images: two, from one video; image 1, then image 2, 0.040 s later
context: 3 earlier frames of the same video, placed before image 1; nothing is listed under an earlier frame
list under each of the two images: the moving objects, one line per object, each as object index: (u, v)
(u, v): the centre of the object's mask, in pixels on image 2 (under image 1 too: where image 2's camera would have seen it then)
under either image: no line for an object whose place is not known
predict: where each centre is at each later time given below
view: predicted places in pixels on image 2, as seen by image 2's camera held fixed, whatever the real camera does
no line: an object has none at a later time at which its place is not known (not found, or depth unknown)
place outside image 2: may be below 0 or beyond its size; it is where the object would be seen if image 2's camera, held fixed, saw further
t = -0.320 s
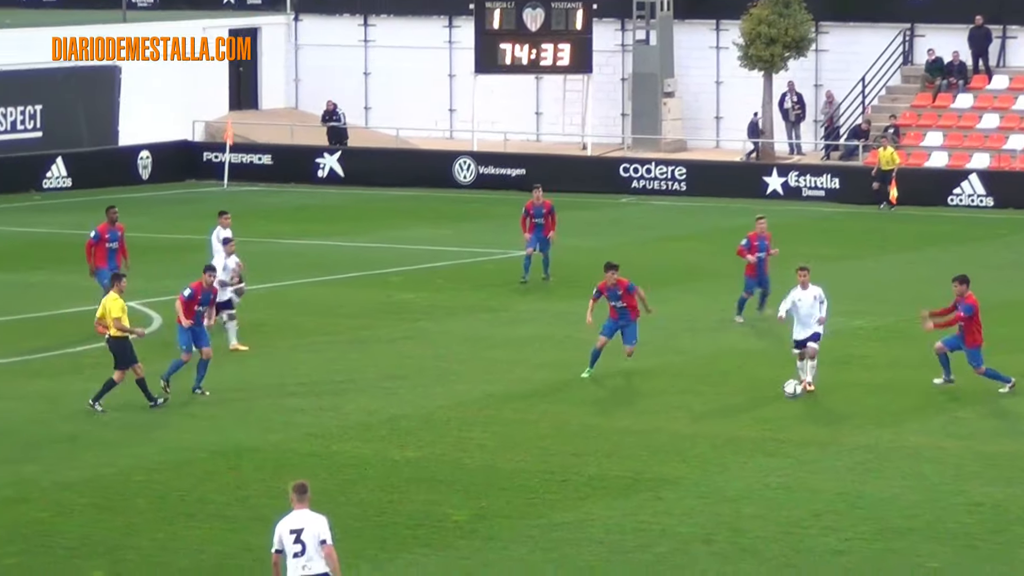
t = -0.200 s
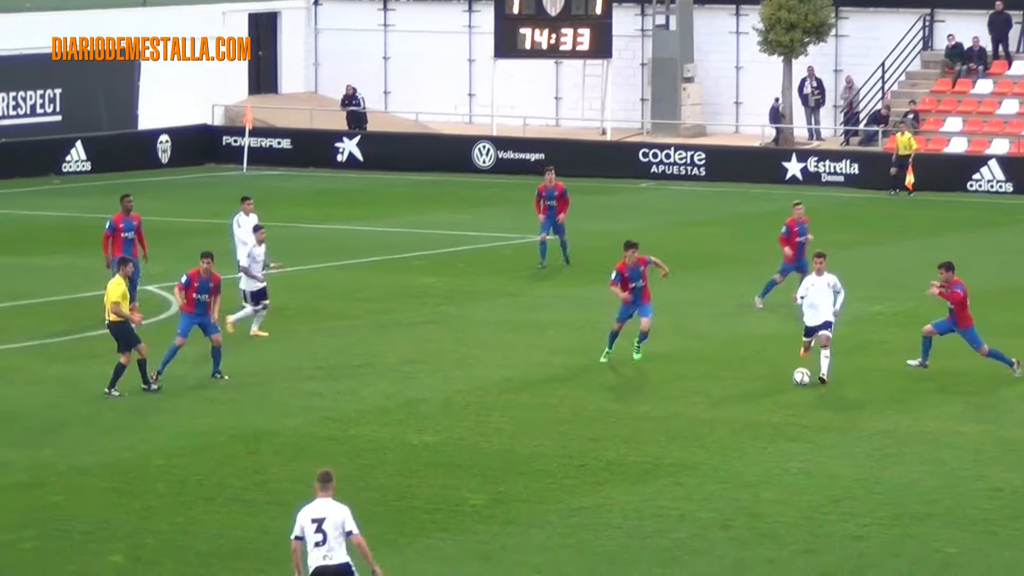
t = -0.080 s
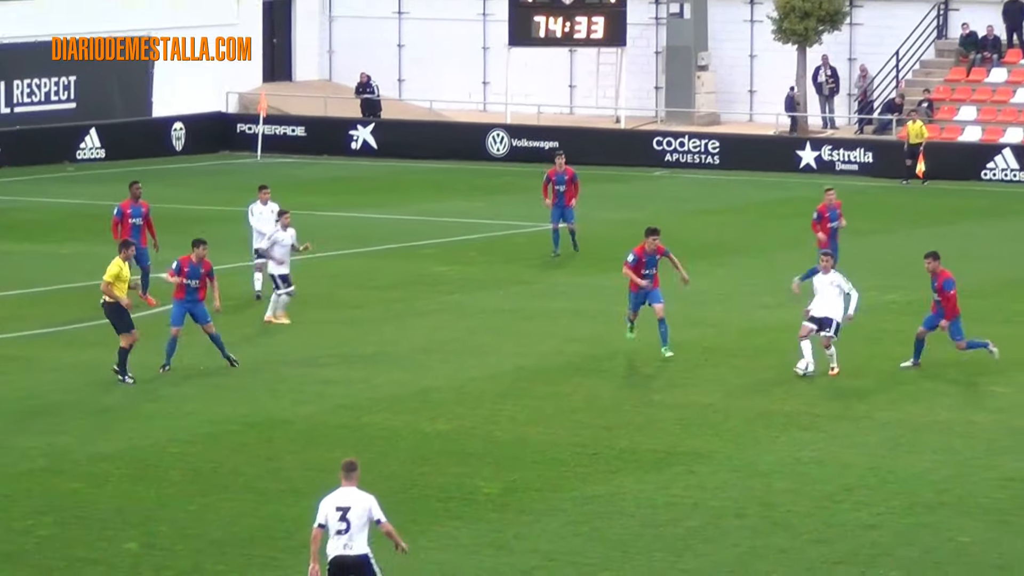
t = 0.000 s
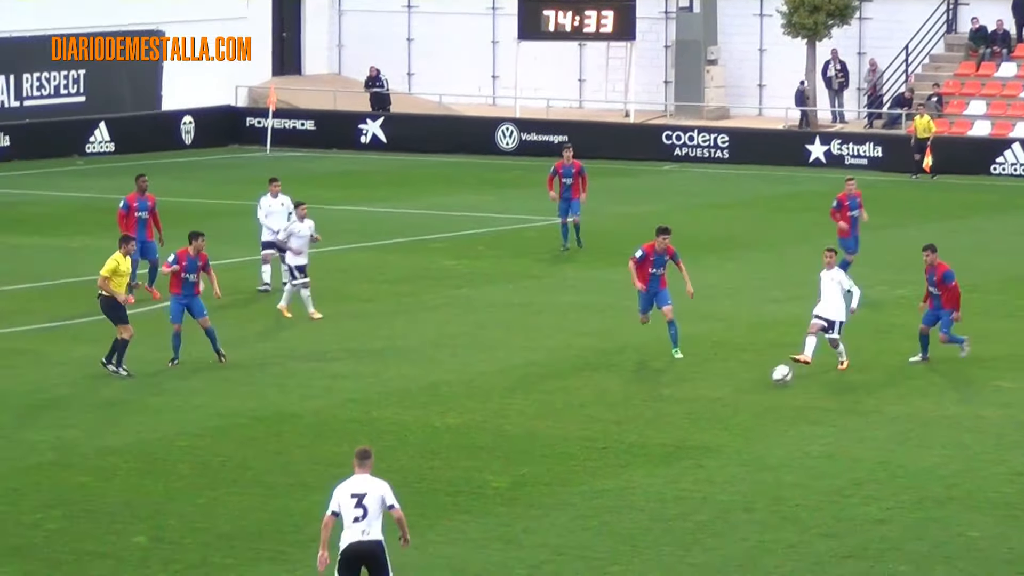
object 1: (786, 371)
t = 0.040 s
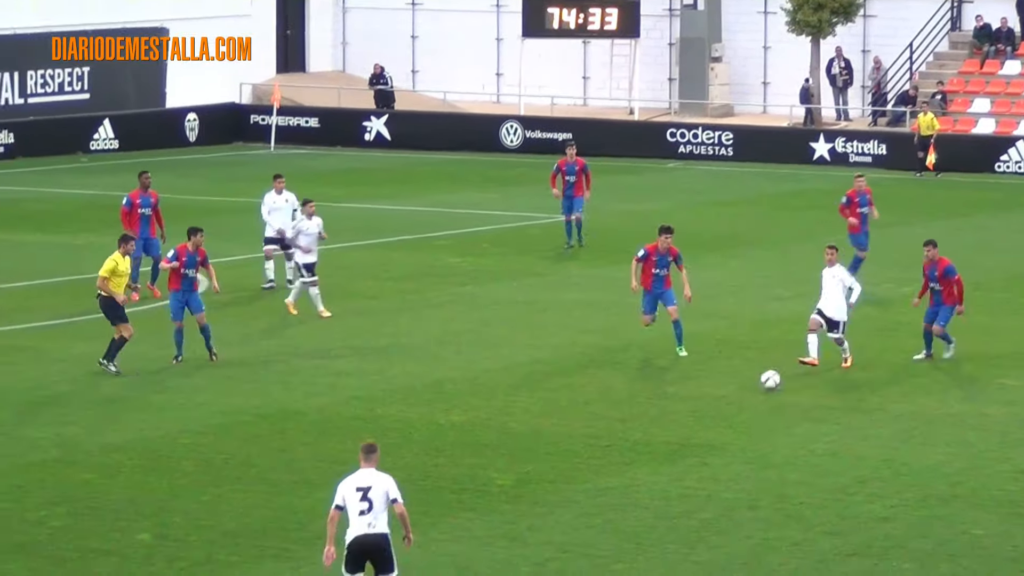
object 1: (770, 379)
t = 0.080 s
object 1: (754, 389)
